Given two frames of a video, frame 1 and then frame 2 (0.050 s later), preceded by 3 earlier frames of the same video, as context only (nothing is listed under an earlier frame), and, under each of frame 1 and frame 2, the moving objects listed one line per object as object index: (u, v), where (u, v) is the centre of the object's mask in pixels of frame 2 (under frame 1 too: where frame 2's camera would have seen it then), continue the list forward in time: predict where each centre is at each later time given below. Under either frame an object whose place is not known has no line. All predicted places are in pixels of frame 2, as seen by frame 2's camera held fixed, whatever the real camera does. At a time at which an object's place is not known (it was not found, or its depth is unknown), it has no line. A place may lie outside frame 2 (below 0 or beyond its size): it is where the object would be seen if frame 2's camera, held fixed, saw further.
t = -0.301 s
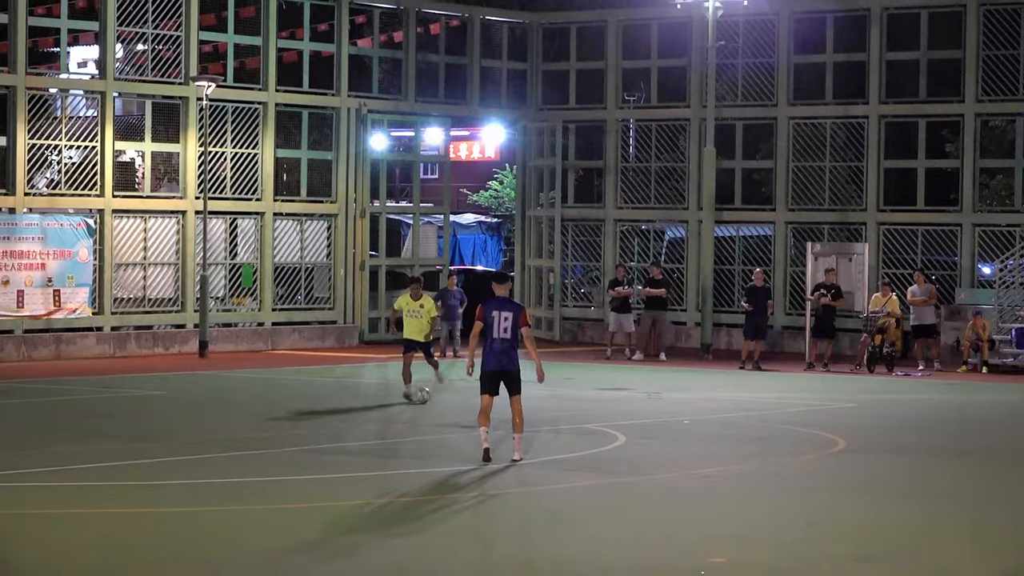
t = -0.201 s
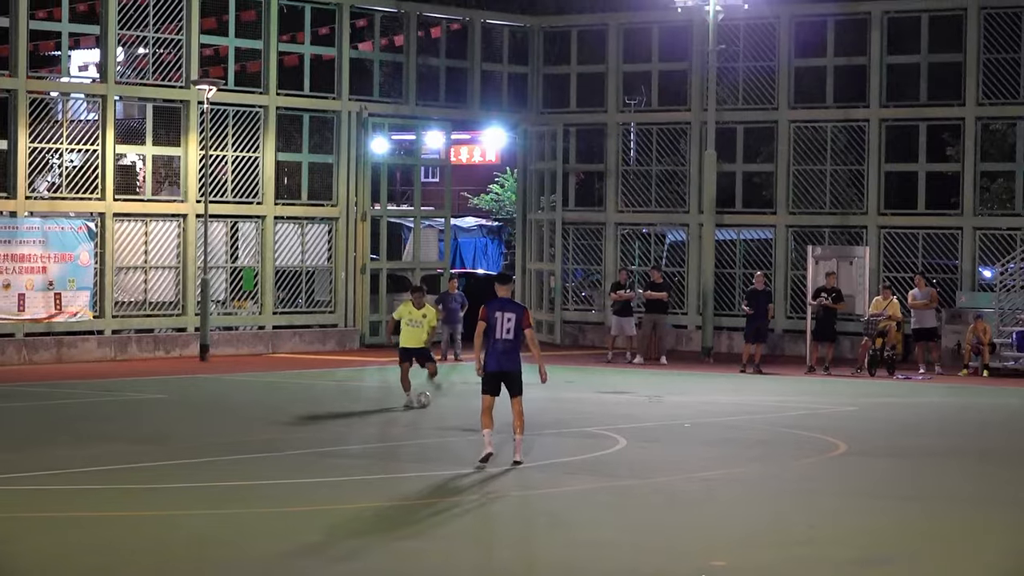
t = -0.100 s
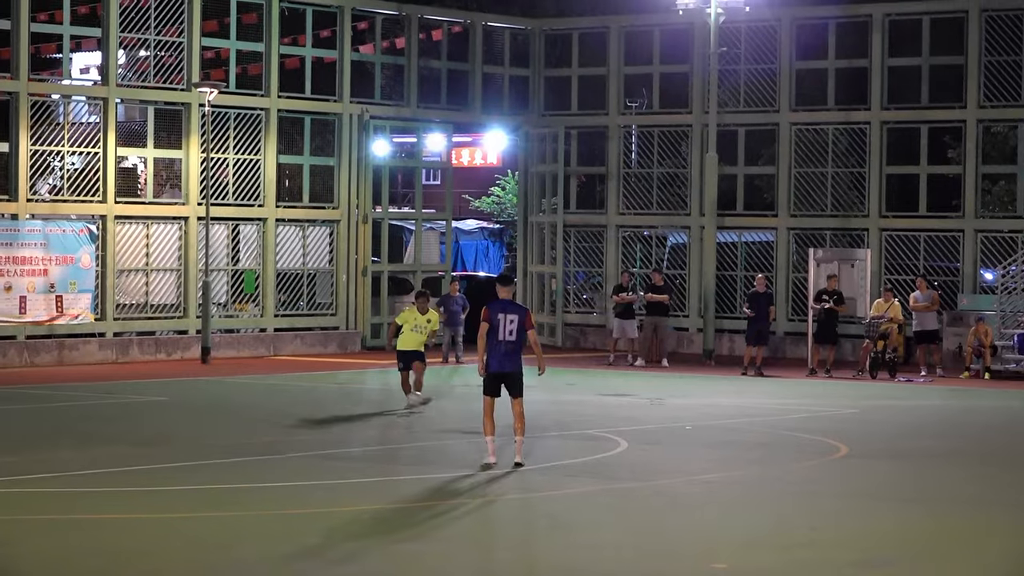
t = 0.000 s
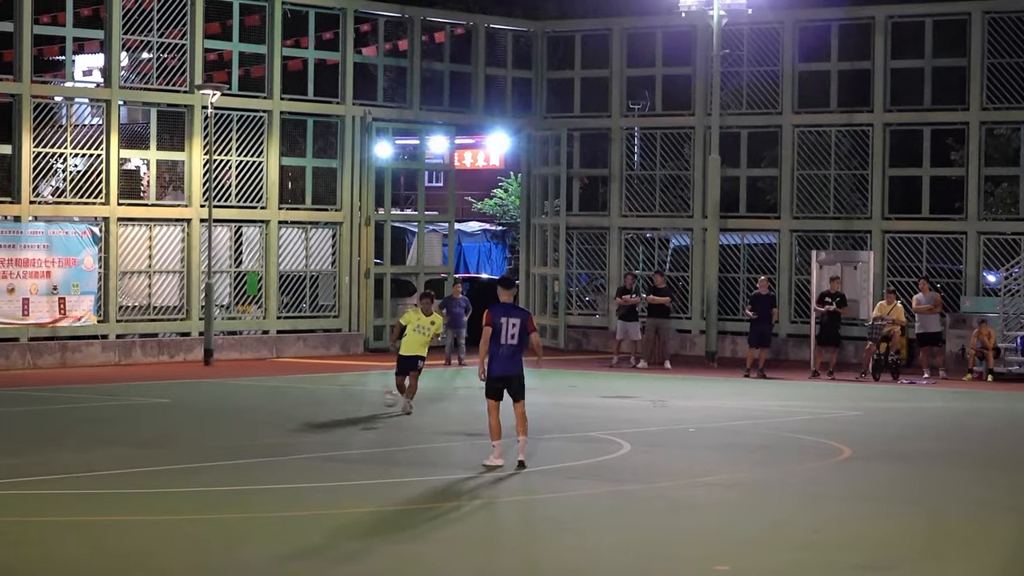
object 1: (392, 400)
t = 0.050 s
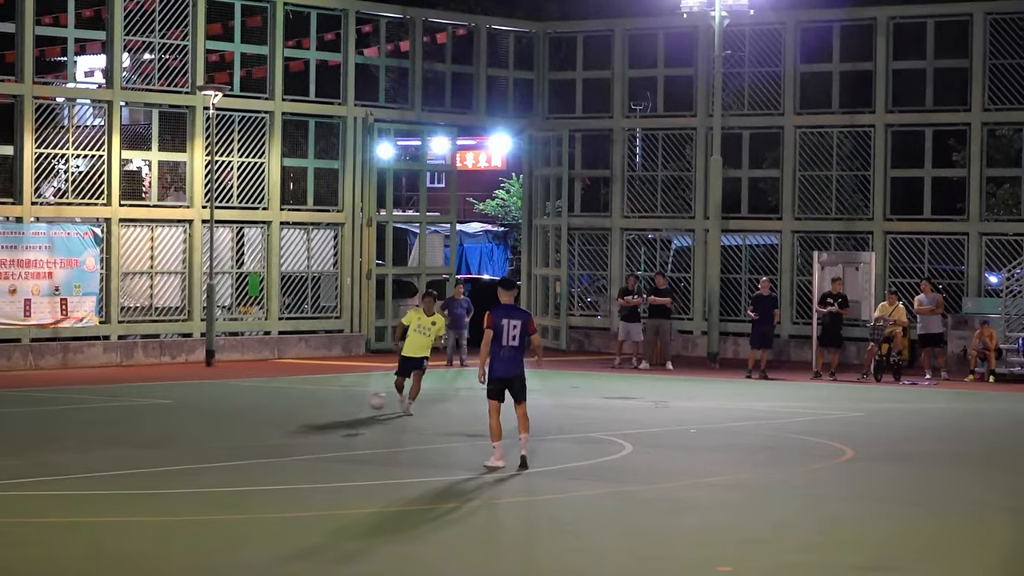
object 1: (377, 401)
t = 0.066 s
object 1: (372, 402)
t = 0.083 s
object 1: (367, 403)
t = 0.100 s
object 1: (361, 405)
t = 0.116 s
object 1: (356, 406)
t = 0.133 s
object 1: (350, 409)
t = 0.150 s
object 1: (345, 410)
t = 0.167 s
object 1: (339, 413)
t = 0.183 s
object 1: (333, 415)
